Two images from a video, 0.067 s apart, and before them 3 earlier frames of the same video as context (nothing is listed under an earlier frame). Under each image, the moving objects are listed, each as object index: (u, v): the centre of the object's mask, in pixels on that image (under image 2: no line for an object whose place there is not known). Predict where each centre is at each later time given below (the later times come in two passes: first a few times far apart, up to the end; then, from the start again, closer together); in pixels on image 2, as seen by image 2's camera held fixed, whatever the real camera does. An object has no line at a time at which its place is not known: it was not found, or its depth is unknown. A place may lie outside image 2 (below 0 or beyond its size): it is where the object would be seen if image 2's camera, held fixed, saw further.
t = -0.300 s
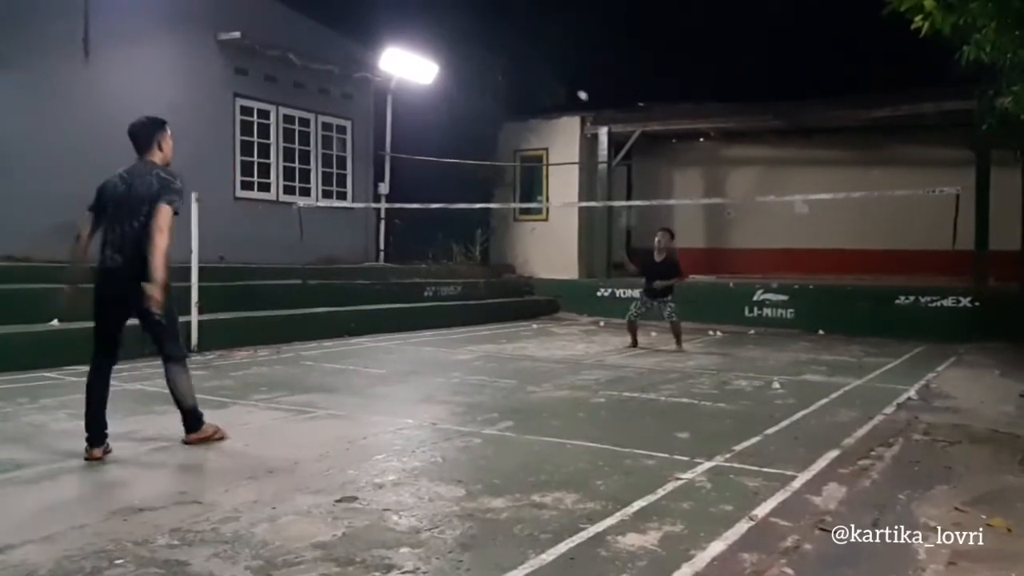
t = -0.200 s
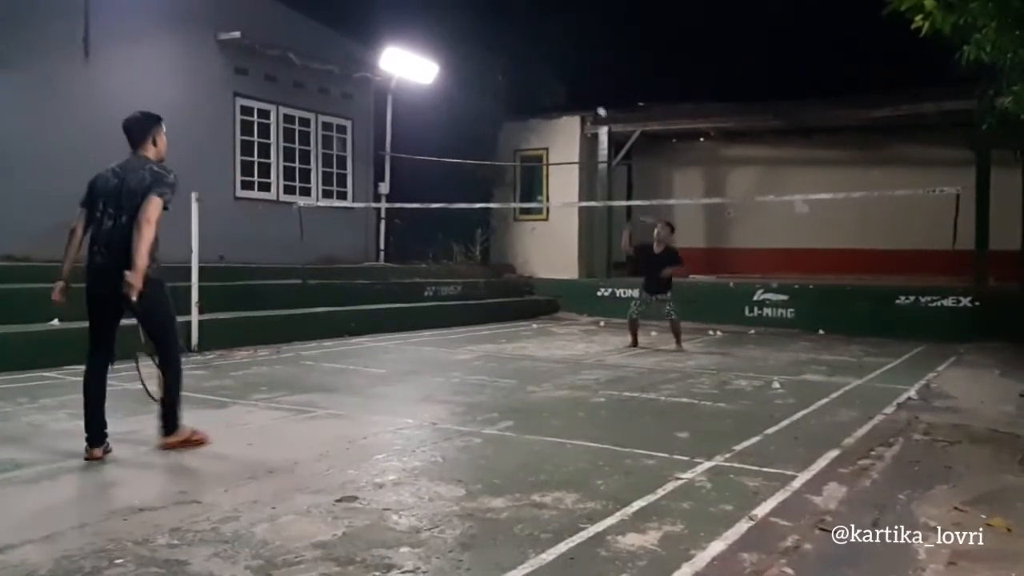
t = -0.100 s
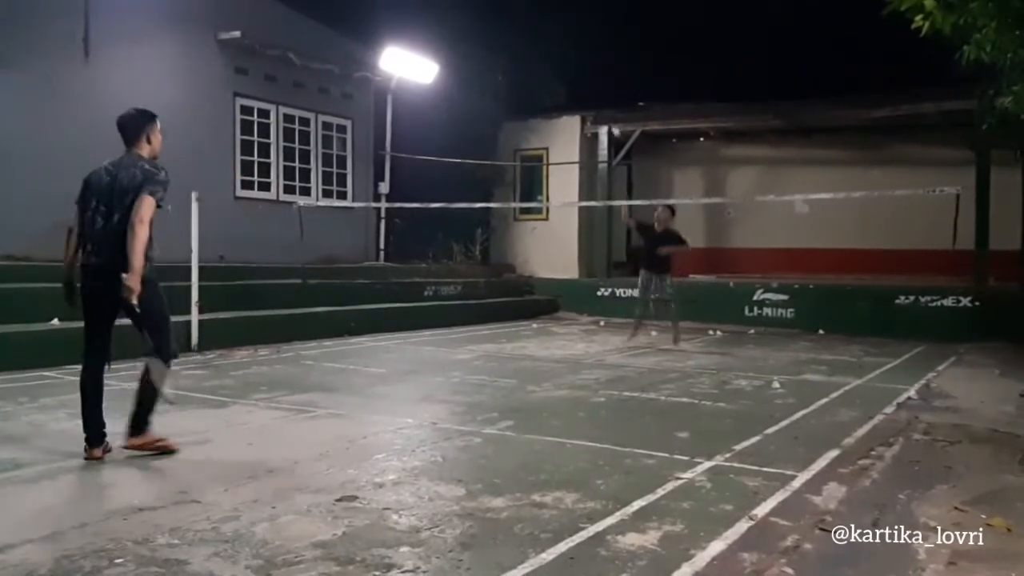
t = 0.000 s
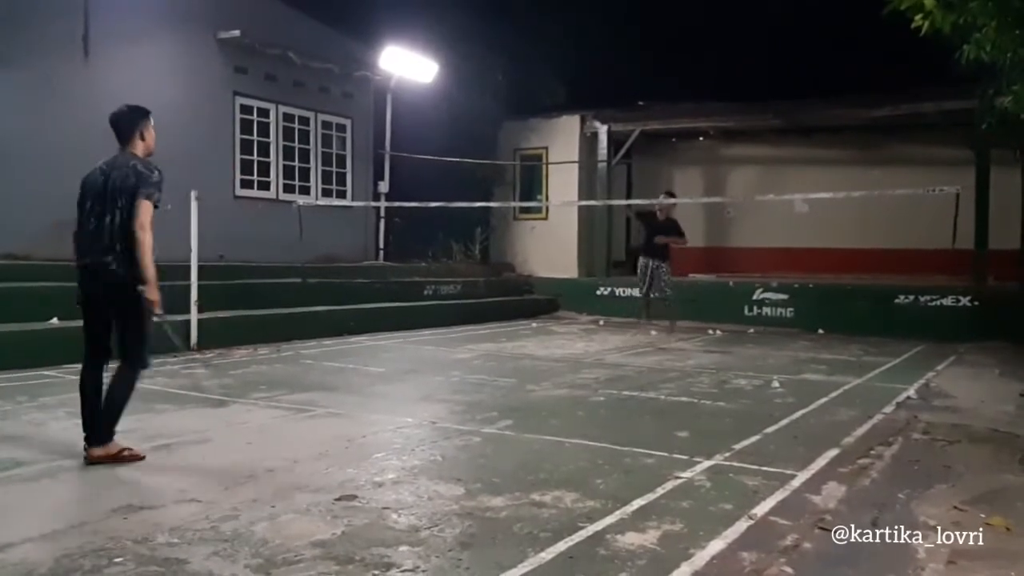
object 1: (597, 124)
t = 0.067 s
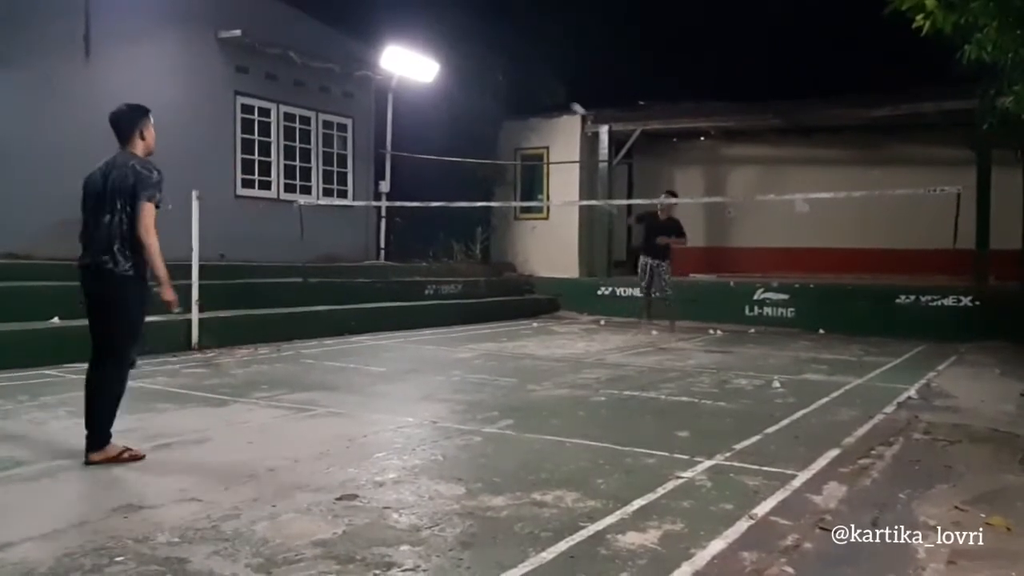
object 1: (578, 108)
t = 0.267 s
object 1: (520, 90)
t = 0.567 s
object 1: (440, 157)
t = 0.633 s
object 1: (421, 191)
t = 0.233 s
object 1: (528, 89)
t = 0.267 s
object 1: (520, 90)
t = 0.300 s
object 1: (510, 93)
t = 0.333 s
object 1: (501, 96)
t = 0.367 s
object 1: (492, 99)
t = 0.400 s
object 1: (484, 105)
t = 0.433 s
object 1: (475, 114)
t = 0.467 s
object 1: (465, 122)
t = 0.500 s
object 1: (456, 132)
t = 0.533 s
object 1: (448, 145)
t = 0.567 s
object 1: (440, 157)
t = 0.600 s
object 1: (431, 174)
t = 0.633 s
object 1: (421, 191)
